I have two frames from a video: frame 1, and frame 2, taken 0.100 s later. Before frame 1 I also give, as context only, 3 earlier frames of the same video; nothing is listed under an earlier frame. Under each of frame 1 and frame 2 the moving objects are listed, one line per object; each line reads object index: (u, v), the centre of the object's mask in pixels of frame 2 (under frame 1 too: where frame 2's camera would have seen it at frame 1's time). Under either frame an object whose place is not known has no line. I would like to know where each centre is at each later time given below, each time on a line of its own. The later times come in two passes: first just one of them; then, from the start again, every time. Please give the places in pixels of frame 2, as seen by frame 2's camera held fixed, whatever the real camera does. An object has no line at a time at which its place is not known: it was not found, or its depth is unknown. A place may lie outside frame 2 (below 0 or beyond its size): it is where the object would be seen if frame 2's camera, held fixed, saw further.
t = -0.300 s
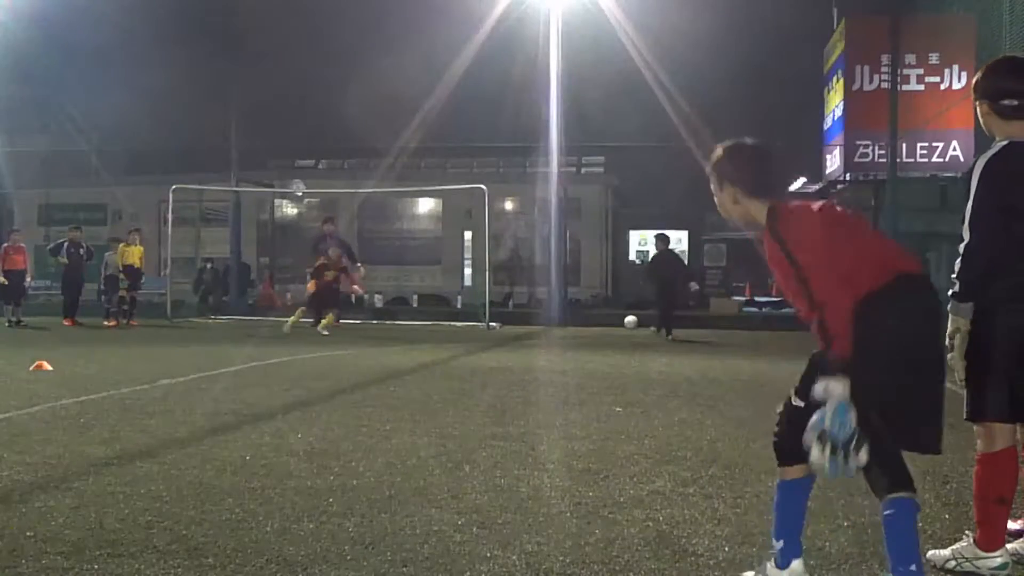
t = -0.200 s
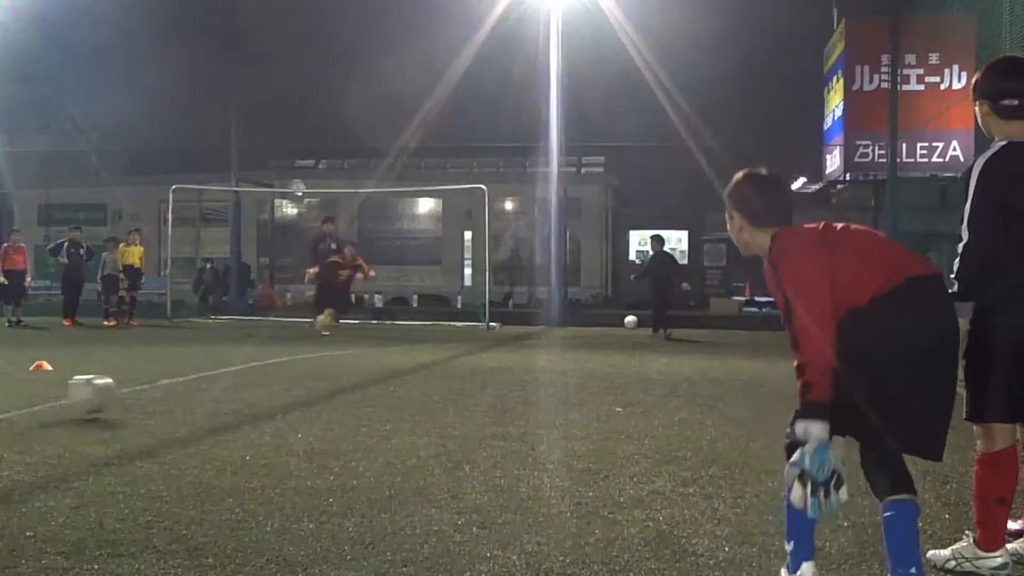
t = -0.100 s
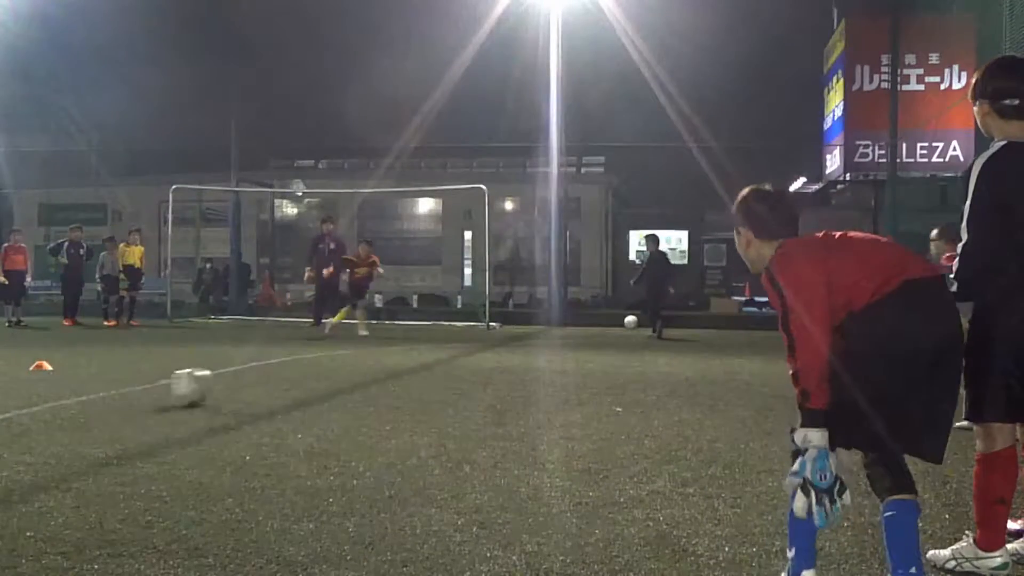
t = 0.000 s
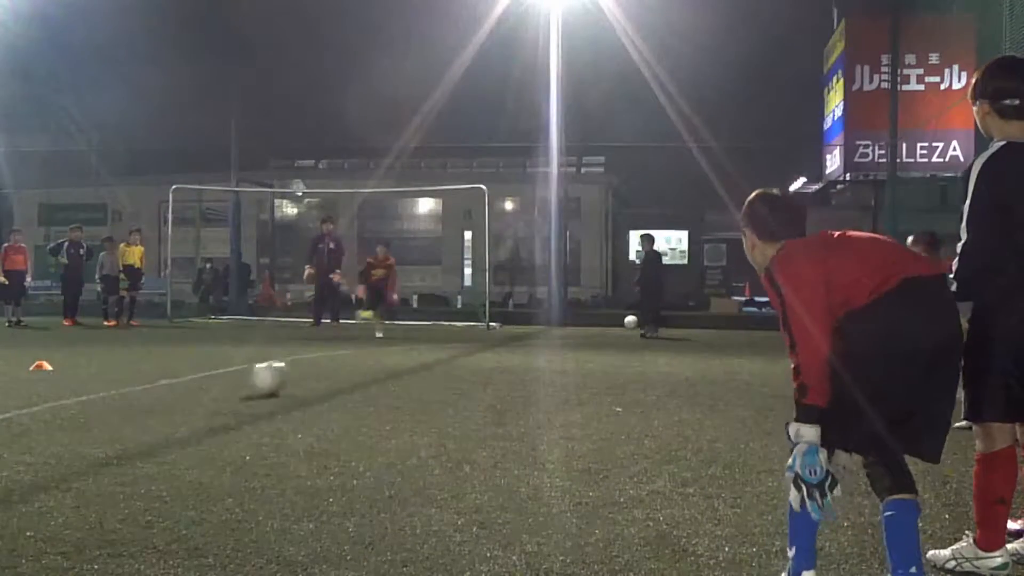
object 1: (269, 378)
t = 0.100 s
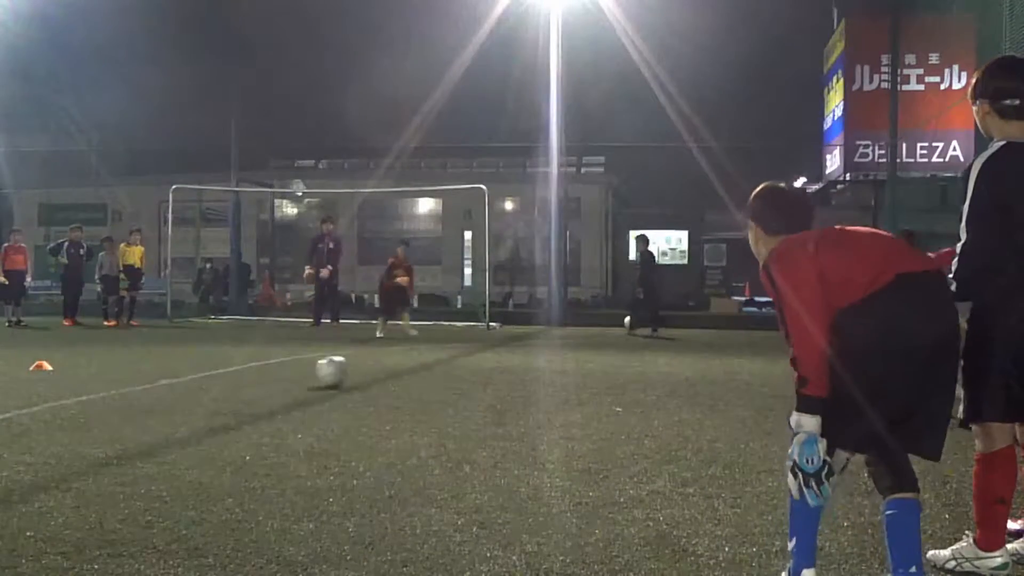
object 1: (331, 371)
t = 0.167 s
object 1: (364, 368)
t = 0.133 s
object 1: (346, 370)
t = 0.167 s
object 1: (364, 368)
